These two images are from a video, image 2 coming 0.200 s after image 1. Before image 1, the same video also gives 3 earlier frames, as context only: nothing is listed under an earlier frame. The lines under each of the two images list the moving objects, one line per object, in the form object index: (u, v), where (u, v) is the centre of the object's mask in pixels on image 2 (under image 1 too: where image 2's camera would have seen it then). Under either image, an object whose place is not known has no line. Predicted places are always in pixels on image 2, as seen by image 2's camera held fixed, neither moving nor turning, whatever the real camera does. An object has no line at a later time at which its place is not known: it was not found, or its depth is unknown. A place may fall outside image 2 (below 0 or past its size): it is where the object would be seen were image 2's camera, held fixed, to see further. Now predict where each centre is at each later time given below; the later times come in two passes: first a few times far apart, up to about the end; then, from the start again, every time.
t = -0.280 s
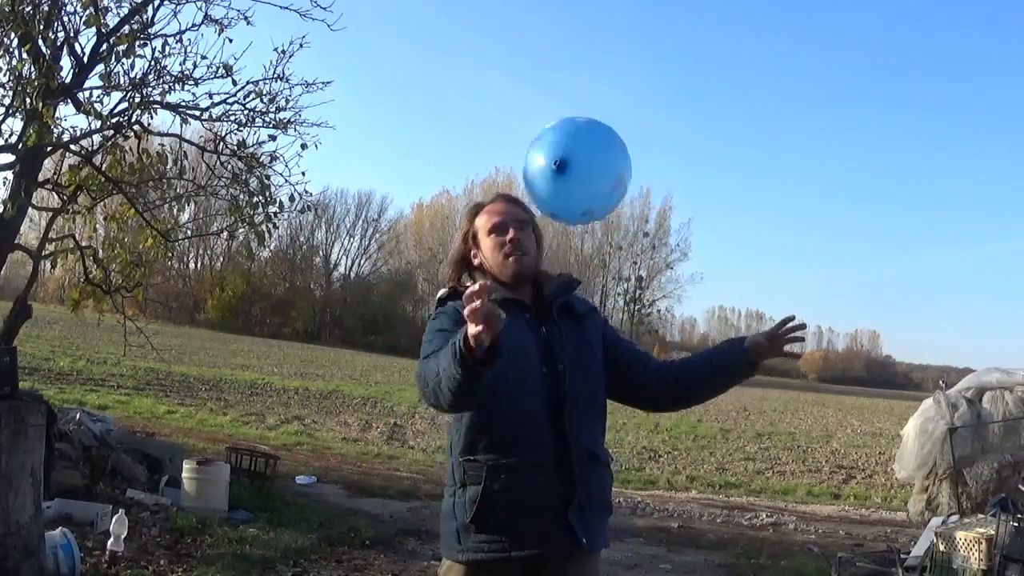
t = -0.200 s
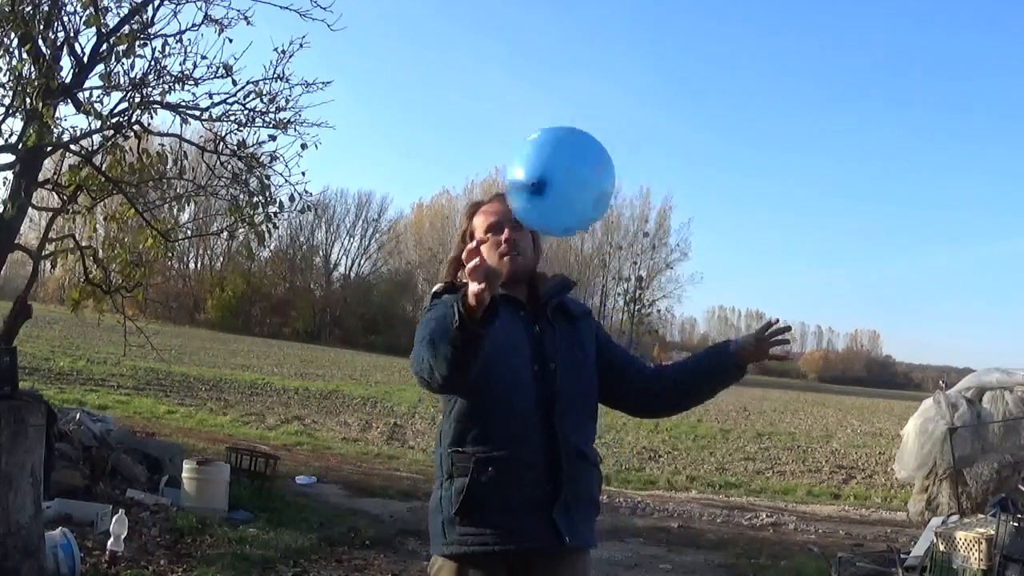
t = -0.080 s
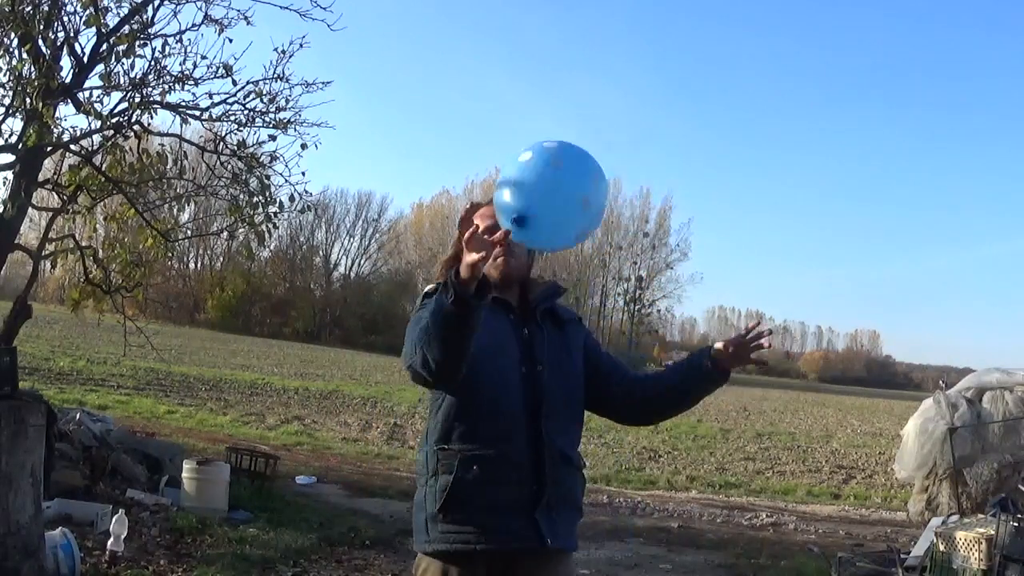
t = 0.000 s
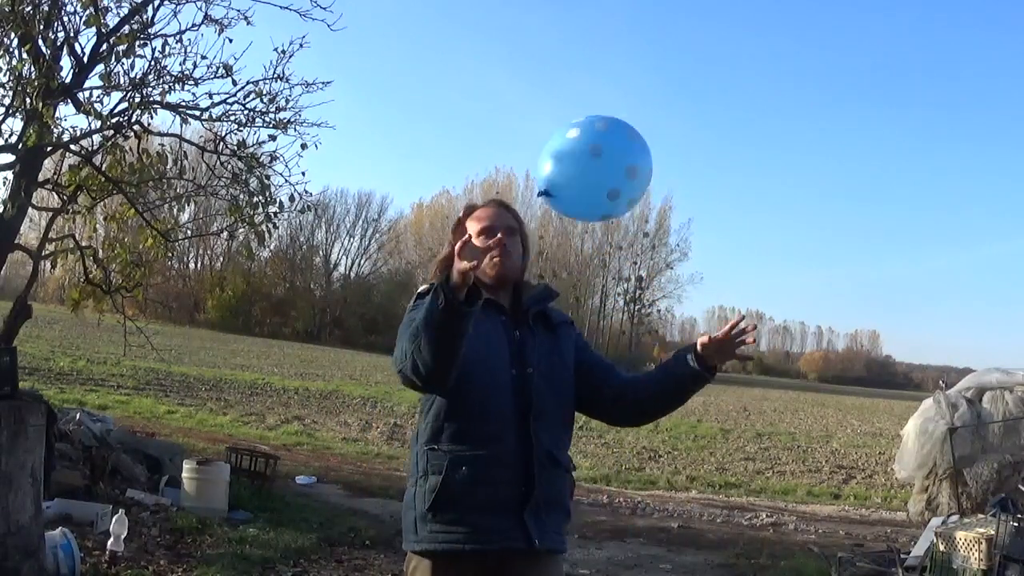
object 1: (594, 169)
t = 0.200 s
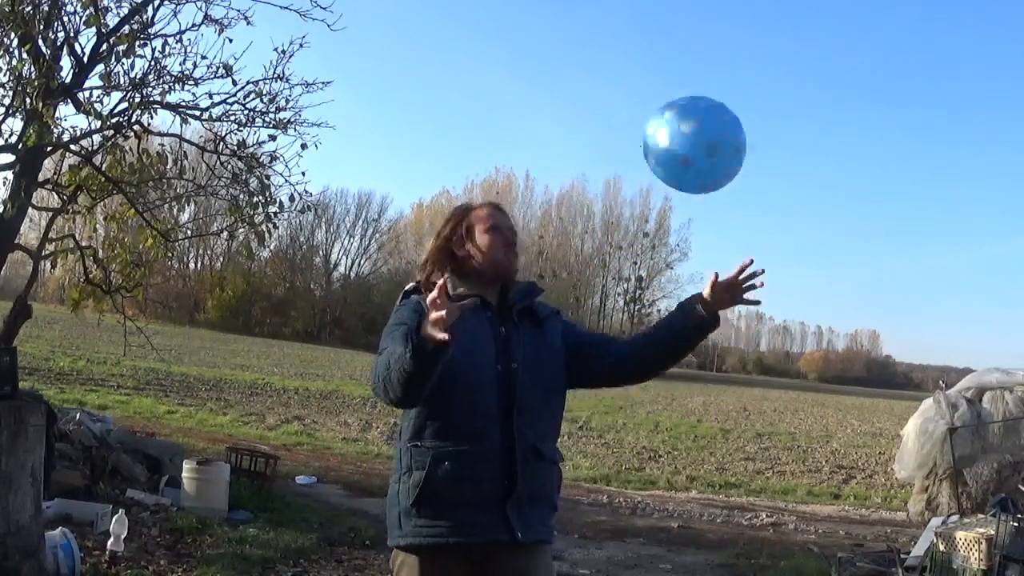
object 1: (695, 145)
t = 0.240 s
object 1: (711, 145)
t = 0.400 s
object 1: (767, 155)
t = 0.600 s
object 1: (826, 187)
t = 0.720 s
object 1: (859, 216)
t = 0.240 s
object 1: (711, 145)
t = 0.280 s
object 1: (726, 147)
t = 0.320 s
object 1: (740, 149)
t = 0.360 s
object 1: (754, 151)
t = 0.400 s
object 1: (767, 155)
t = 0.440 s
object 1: (779, 160)
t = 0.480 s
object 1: (791, 165)
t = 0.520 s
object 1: (803, 171)
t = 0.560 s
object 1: (815, 178)
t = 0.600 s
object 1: (826, 187)
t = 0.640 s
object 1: (837, 195)
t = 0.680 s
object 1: (848, 205)
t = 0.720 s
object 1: (859, 216)
